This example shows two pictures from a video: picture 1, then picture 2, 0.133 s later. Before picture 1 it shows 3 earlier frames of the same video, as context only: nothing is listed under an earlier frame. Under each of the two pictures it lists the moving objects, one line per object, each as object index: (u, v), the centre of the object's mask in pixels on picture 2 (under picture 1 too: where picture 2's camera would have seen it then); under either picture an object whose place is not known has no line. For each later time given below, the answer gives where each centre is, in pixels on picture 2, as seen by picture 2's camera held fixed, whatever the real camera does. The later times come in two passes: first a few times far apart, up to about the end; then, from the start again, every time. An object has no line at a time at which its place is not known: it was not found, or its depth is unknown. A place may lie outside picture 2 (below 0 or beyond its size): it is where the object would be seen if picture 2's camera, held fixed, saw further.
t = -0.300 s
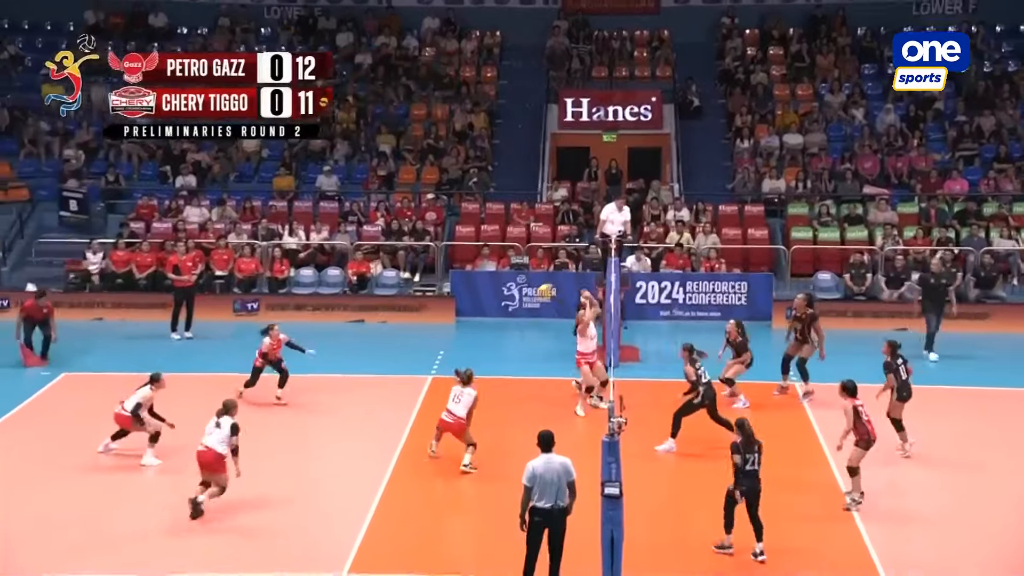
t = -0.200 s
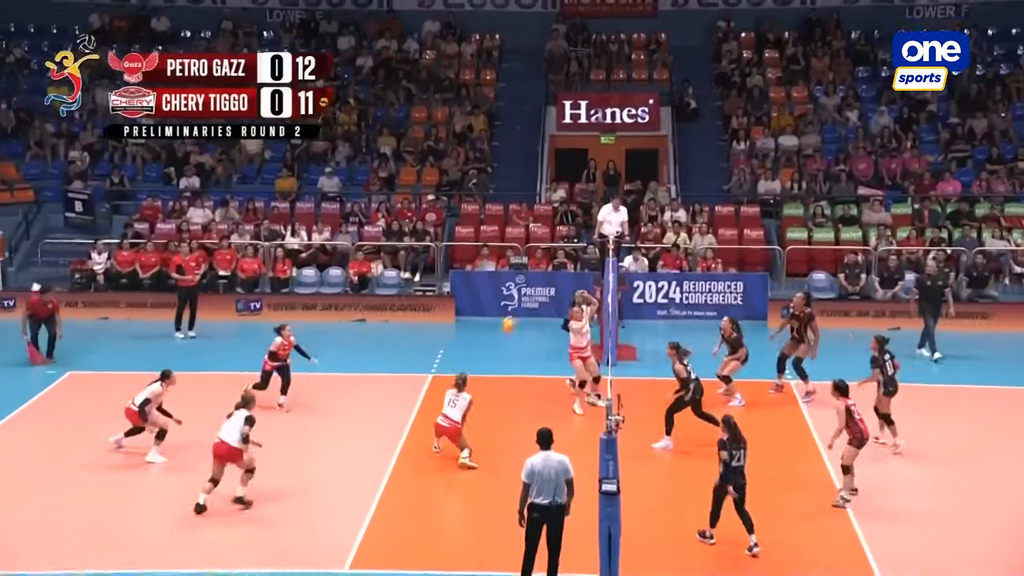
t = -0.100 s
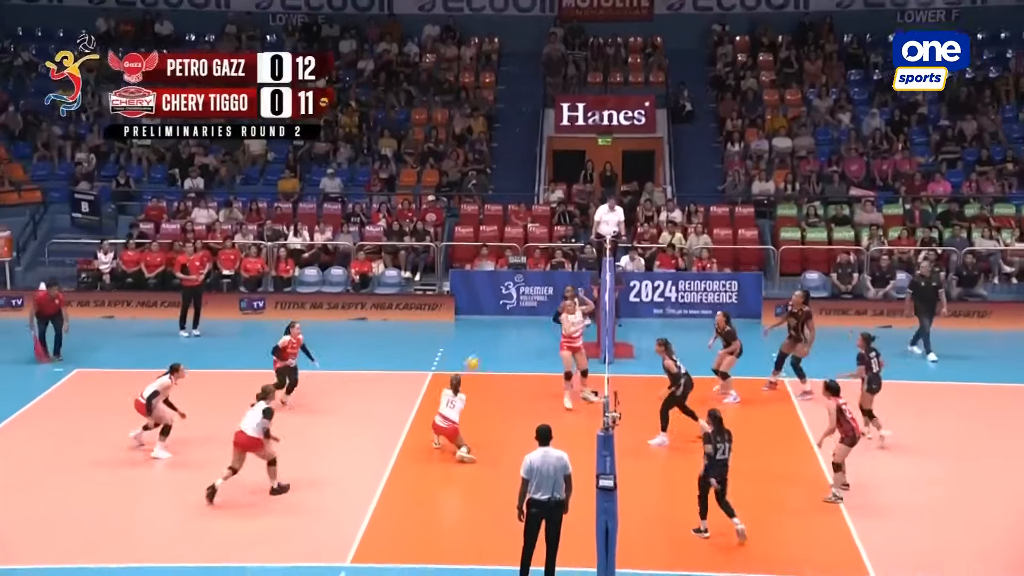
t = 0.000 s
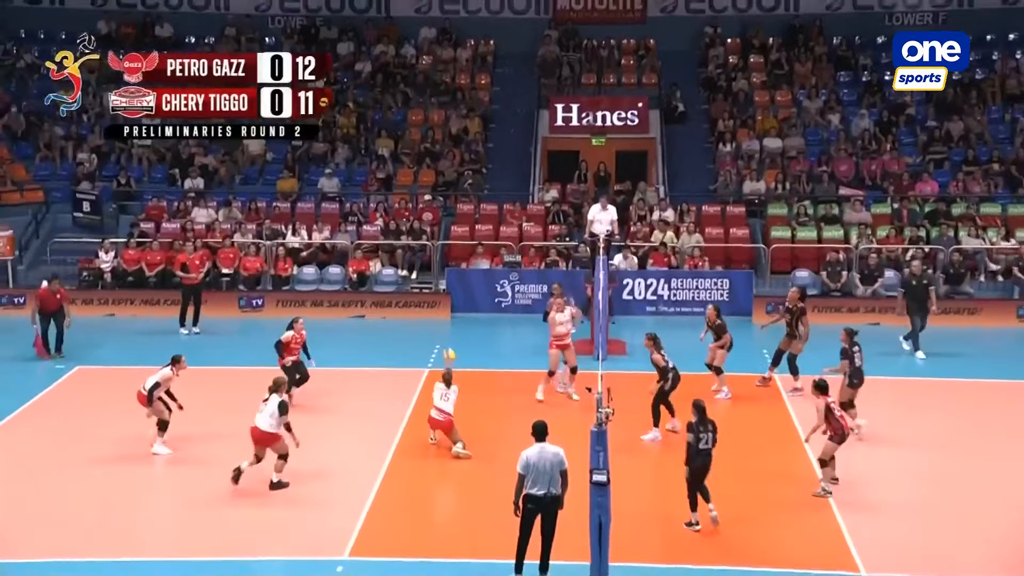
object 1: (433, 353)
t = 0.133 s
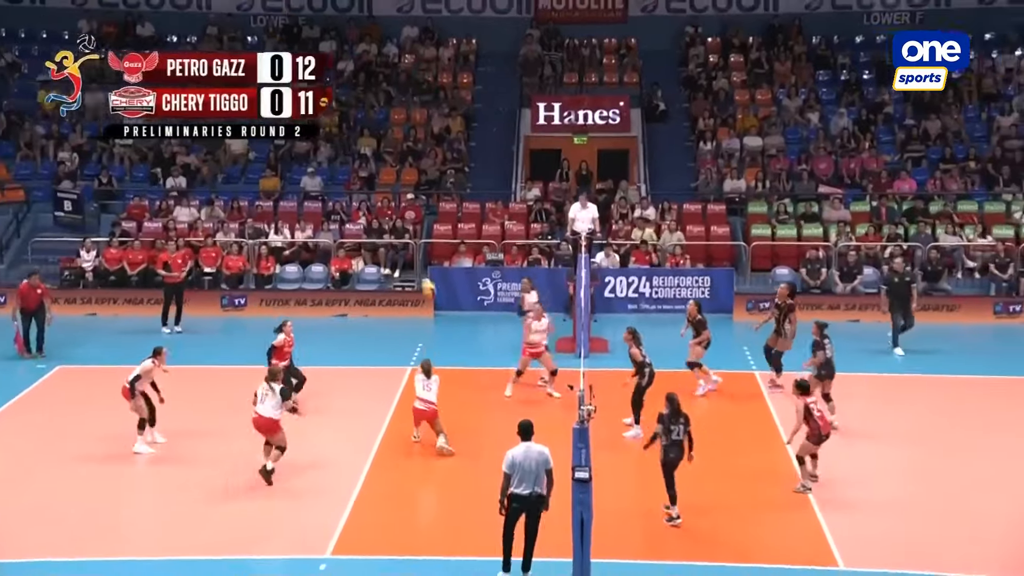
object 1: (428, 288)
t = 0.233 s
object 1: (427, 245)
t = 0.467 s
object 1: (422, 170)
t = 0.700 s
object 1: (417, 131)
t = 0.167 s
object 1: (428, 273)
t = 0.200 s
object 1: (427, 257)
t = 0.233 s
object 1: (427, 245)
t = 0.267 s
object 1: (426, 232)
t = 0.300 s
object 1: (425, 221)
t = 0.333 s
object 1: (425, 209)
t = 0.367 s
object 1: (425, 196)
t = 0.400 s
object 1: (424, 188)
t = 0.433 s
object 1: (423, 178)
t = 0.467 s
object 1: (422, 170)
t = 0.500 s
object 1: (421, 163)
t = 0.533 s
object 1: (421, 155)
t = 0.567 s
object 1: (420, 149)
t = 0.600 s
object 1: (419, 143)
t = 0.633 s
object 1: (419, 138)
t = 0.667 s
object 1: (418, 134)
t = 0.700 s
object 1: (417, 131)
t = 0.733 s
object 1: (417, 128)
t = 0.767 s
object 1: (415, 125)
